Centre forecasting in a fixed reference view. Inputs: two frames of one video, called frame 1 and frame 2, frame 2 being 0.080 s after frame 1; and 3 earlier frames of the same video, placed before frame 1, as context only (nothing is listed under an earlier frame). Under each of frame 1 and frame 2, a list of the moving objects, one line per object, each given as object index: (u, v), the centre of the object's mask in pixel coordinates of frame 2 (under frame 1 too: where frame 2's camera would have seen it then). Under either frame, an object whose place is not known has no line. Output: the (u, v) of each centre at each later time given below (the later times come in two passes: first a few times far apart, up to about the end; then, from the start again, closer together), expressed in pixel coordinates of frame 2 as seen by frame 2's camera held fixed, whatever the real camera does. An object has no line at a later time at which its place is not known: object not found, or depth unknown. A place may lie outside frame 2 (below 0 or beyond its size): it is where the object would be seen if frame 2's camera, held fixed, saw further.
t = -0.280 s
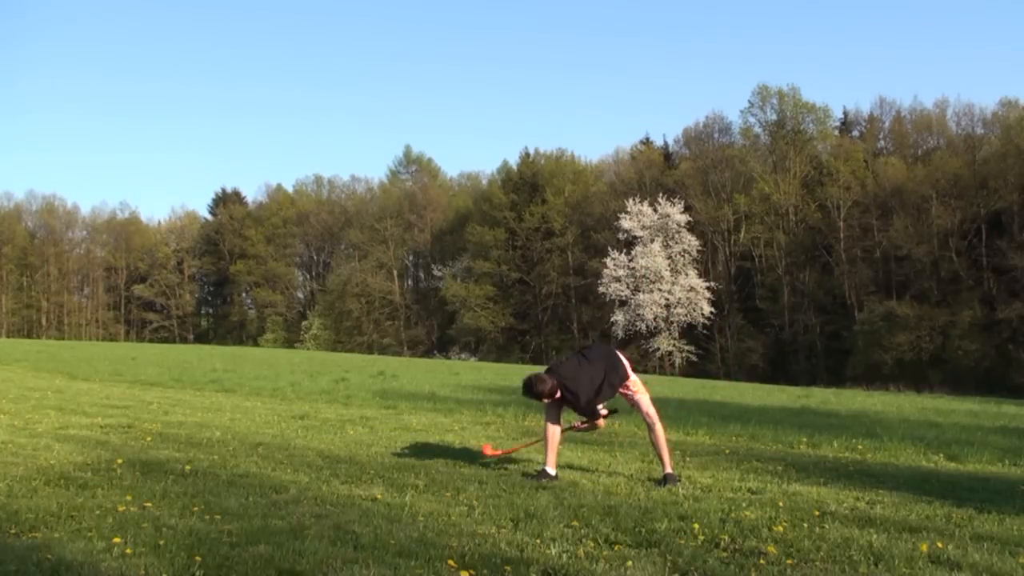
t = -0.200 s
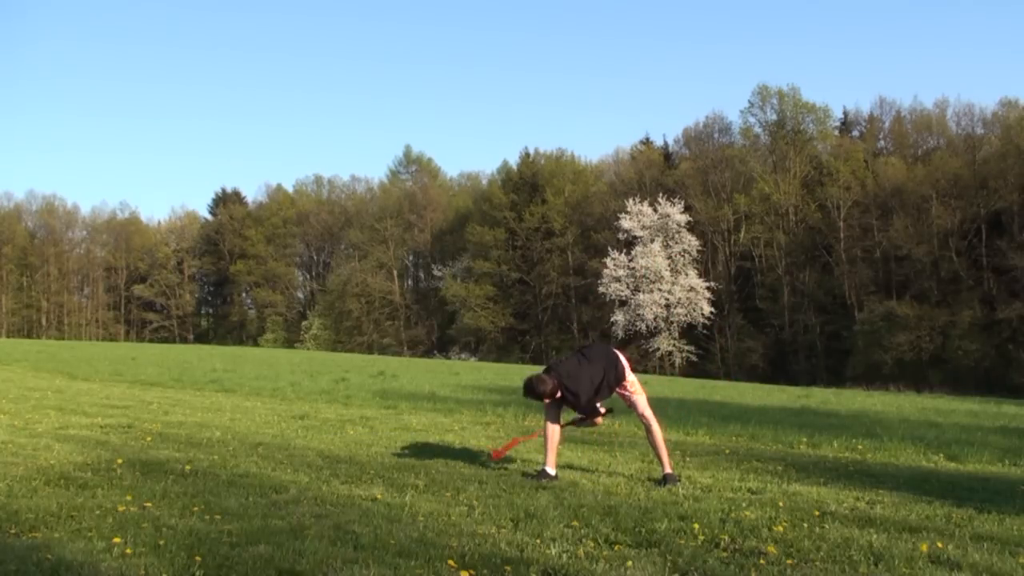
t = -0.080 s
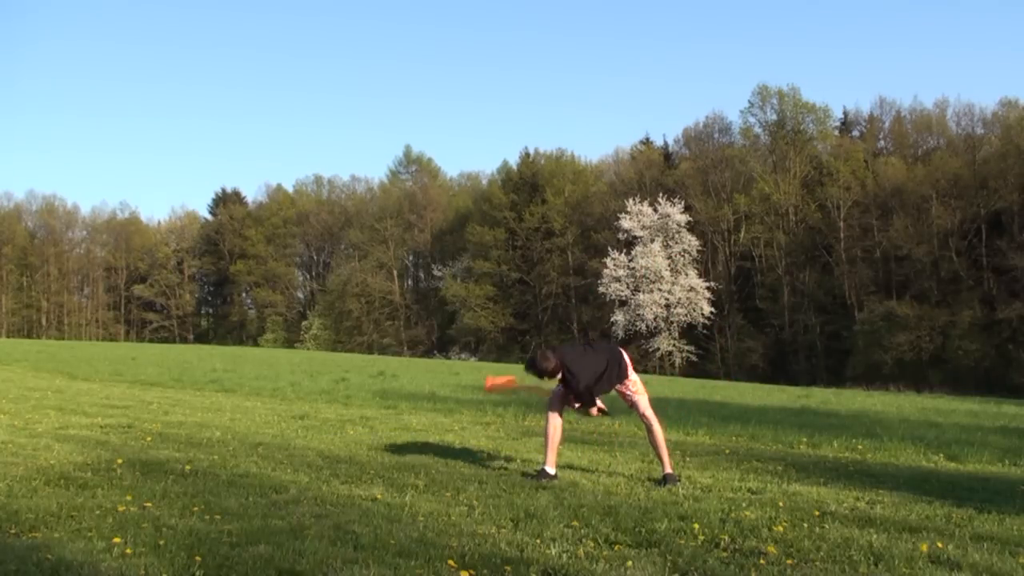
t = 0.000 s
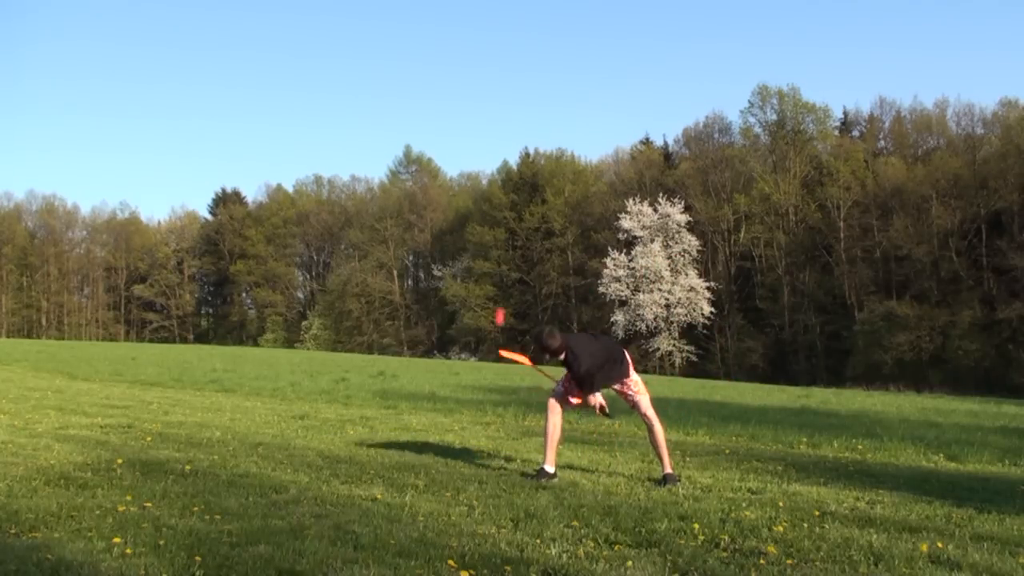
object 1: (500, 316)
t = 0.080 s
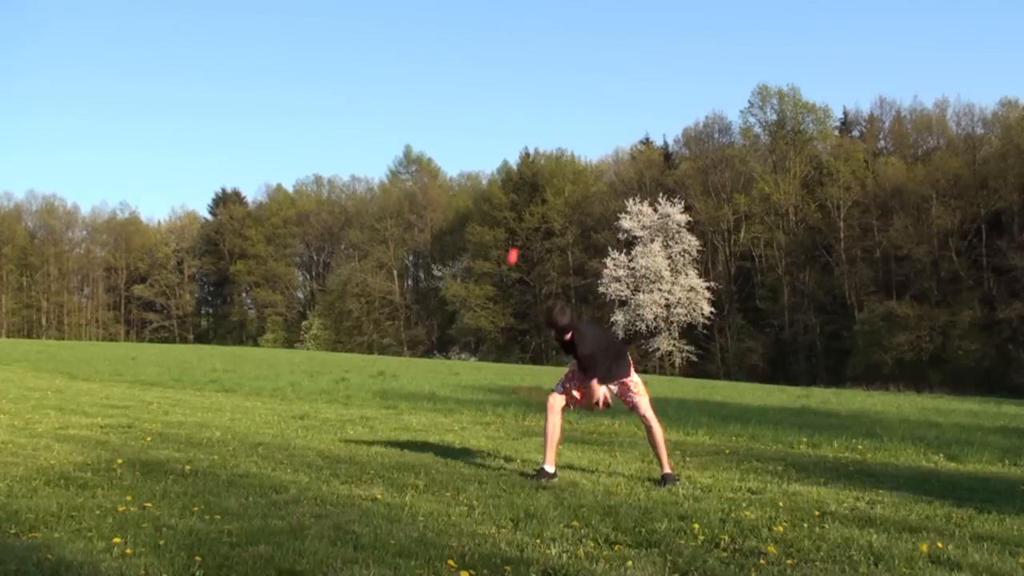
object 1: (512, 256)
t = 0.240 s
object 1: (543, 157)
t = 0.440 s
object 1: (591, 77)
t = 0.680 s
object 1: (668, 51)
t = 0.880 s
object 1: (750, 95)
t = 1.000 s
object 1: (808, 157)
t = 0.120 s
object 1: (519, 228)
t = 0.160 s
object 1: (527, 203)
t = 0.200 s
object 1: (535, 179)
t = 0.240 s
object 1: (543, 157)
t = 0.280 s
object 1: (551, 137)
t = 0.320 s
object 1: (561, 119)
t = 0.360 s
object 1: (570, 103)
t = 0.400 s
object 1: (580, 89)
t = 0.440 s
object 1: (591, 77)
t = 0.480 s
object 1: (602, 67)
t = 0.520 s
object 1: (614, 59)
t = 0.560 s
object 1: (627, 54)
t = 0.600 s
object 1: (640, 51)
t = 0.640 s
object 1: (653, 49)
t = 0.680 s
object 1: (668, 51)
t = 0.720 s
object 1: (683, 54)
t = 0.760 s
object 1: (698, 61)
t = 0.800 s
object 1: (715, 70)
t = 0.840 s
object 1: (732, 81)
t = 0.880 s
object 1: (750, 95)
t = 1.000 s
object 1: (808, 157)
